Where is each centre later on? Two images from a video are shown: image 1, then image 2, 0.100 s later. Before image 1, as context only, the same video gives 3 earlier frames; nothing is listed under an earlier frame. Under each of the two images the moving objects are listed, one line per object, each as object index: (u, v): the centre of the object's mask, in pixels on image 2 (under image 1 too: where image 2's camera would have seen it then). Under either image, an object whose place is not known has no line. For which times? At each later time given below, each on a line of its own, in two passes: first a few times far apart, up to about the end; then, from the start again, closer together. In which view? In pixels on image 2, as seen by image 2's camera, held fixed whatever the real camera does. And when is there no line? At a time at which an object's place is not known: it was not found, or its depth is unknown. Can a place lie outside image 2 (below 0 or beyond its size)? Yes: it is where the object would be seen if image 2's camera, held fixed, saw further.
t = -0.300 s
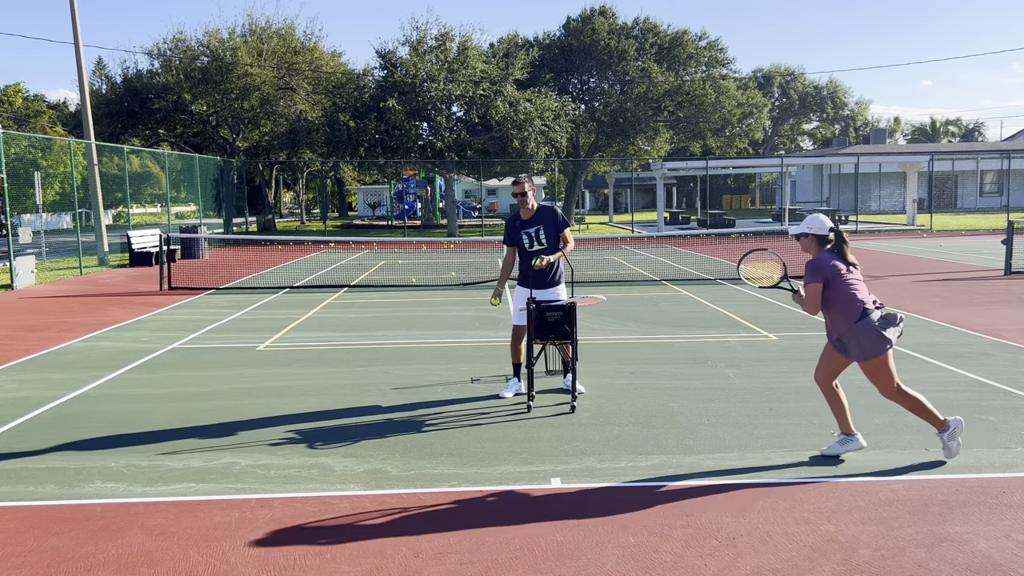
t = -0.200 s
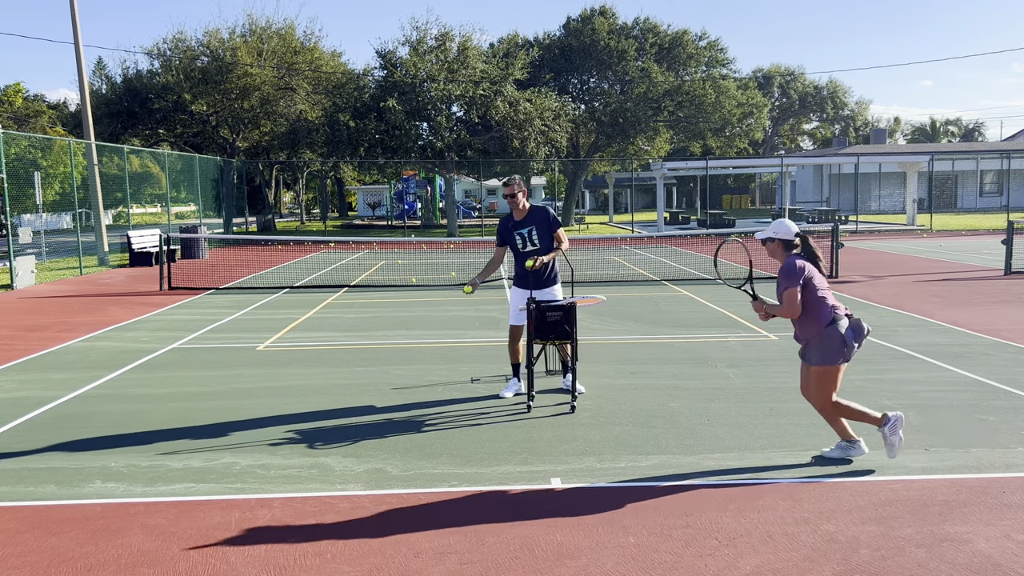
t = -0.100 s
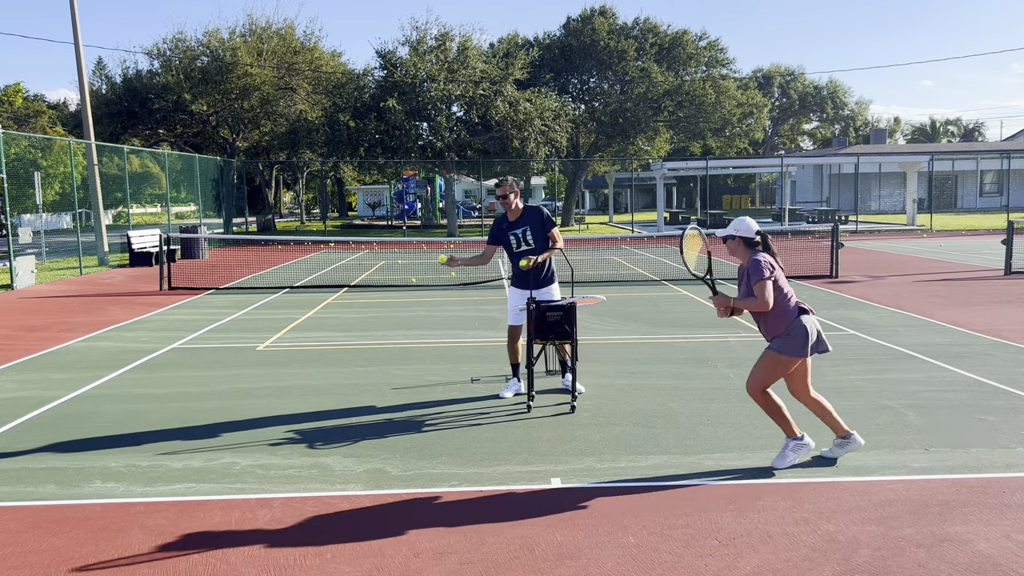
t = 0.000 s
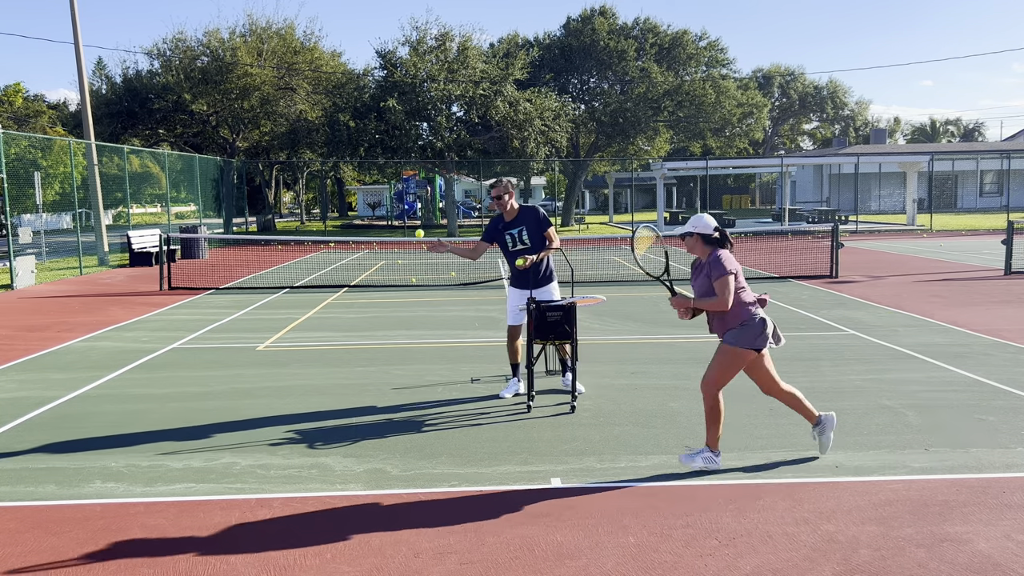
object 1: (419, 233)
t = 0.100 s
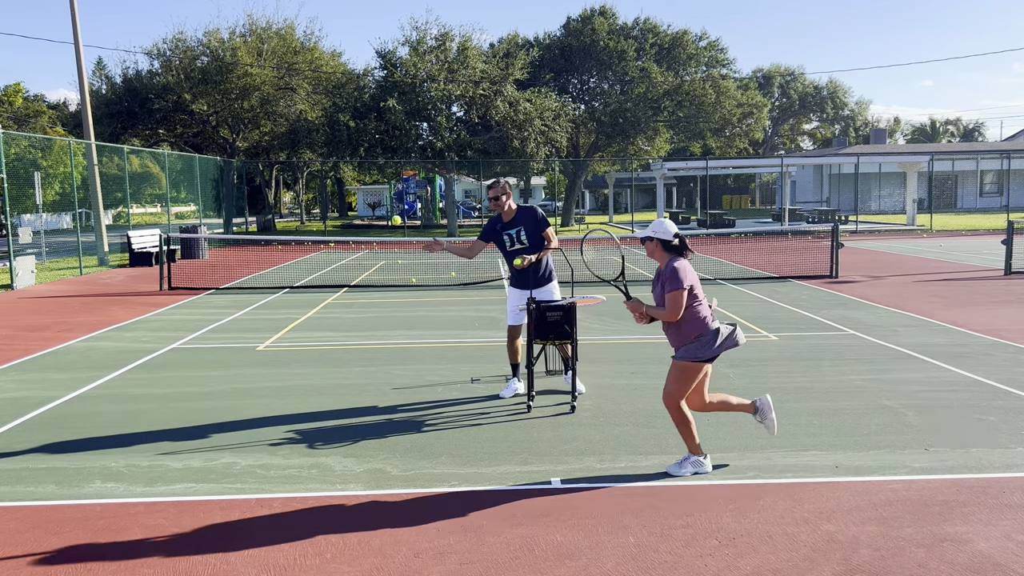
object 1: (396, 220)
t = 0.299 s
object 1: (349, 230)
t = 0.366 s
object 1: (334, 245)
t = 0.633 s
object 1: (273, 366)
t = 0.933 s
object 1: (214, 354)
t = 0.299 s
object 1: (349, 230)
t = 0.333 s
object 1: (341, 237)
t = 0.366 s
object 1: (334, 245)
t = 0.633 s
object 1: (273, 366)
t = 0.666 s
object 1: (265, 389)
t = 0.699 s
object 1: (258, 412)
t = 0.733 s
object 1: (251, 438)
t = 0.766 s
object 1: (245, 422)
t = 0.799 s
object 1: (239, 405)
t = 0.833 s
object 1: (232, 391)
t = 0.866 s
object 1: (226, 377)
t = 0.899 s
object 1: (220, 365)
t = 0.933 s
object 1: (214, 354)
